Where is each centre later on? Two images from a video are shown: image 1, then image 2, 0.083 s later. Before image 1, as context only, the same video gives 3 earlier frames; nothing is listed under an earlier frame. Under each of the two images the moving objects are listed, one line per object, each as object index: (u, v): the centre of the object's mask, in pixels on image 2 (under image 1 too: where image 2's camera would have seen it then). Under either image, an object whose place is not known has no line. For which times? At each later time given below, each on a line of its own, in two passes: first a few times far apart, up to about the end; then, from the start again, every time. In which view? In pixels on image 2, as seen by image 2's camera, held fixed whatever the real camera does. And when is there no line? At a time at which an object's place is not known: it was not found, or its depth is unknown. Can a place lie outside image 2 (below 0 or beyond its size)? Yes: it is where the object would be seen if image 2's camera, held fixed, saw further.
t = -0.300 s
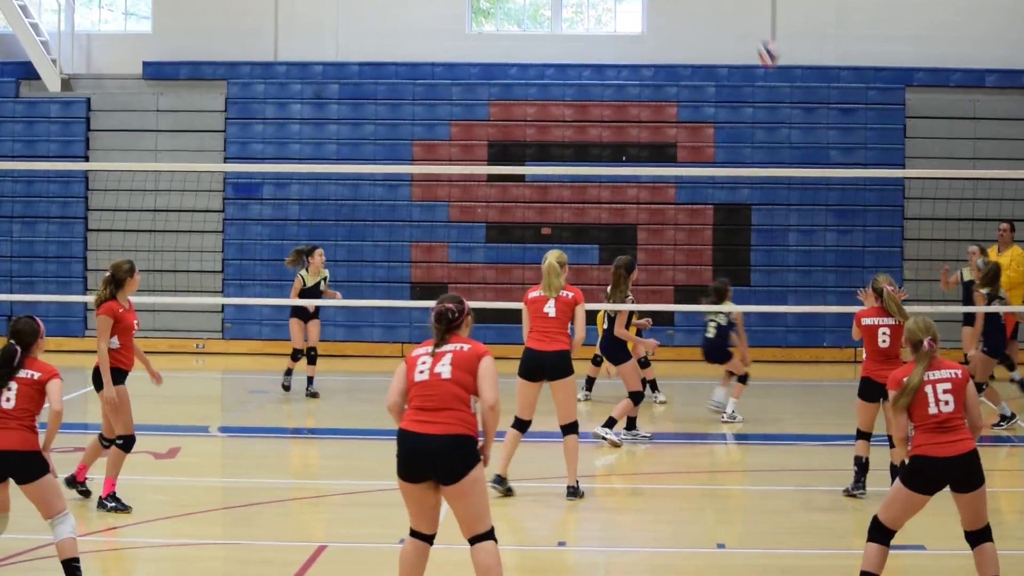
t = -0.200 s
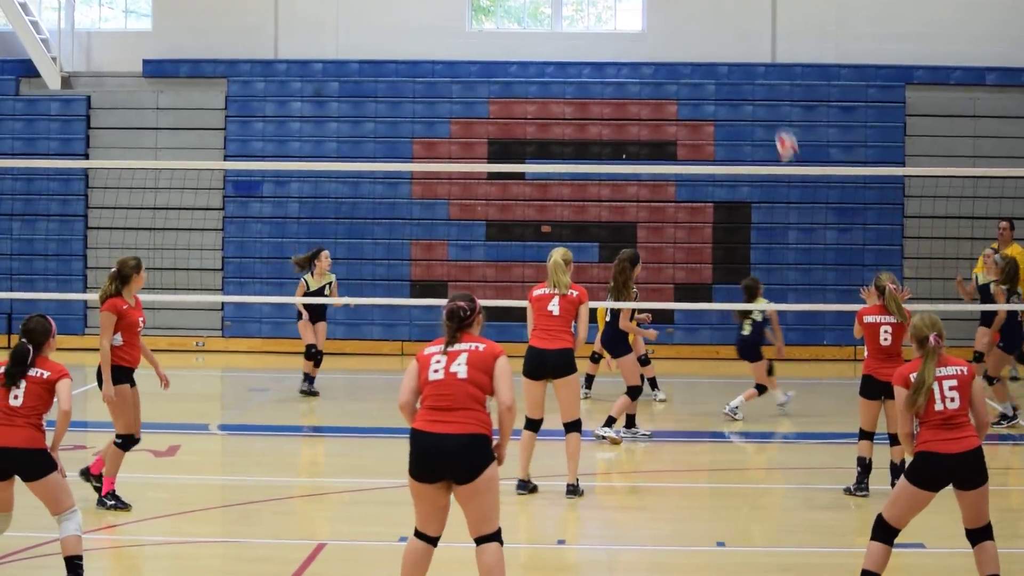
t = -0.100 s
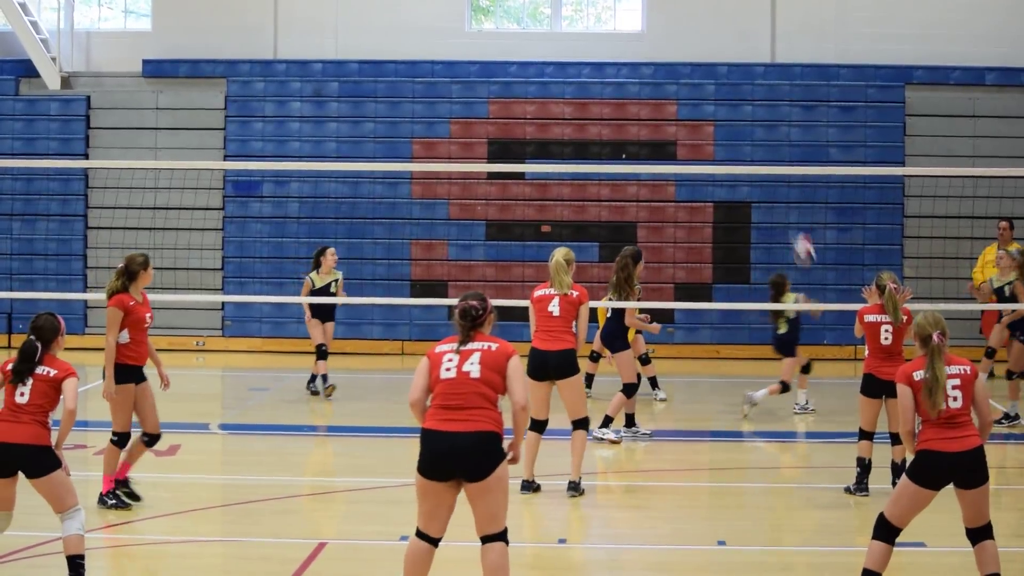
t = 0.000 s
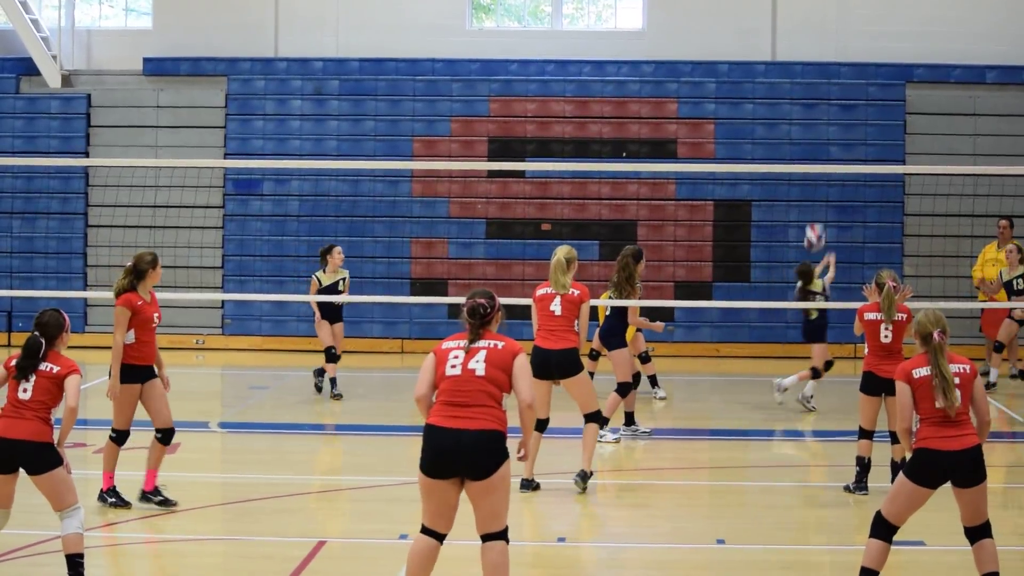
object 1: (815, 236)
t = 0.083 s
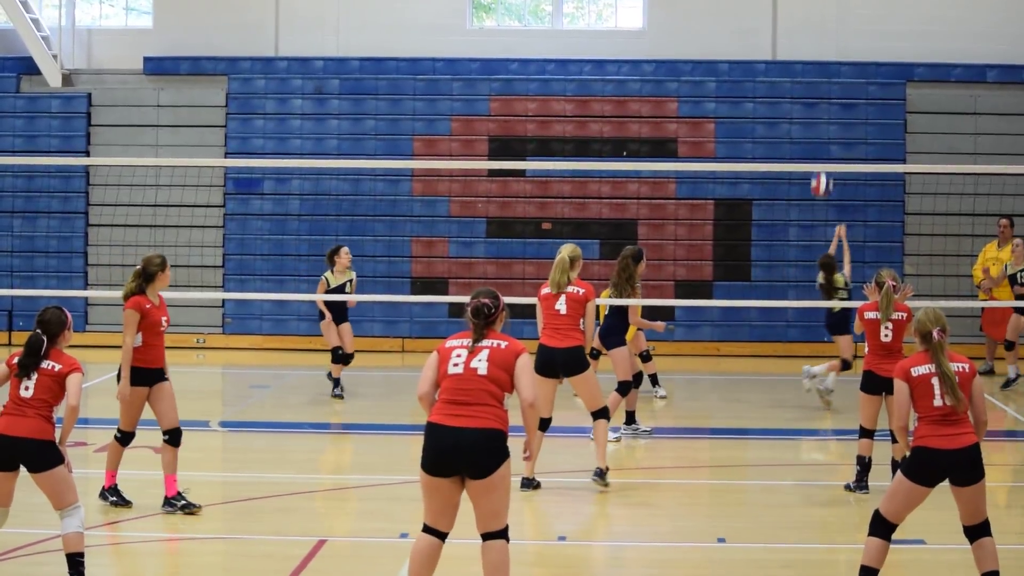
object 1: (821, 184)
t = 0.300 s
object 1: (835, 82)
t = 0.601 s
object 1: (853, 22)
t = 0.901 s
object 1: (871, 52)
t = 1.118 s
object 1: (880, 132)
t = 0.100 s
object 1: (822, 178)
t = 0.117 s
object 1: (823, 163)
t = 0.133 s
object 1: (825, 153)
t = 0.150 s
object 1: (826, 147)
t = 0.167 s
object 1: (827, 138)
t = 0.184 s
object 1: (828, 131)
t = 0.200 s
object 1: (829, 123)
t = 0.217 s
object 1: (830, 115)
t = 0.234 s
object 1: (831, 108)
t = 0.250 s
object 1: (832, 101)
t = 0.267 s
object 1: (833, 94)
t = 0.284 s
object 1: (834, 88)
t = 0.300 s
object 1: (835, 82)
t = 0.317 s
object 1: (837, 76)
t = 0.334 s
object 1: (838, 71)
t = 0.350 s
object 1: (839, 66)
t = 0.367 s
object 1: (840, 62)
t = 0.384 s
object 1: (841, 58)
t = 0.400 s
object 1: (842, 52)
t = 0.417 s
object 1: (843, 48)
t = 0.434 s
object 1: (844, 44)
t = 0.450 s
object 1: (845, 41)
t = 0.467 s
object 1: (846, 37)
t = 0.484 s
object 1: (847, 34)
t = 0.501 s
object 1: (848, 32)
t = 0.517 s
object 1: (849, 29)
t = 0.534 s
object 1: (850, 27)
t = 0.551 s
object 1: (851, 25)
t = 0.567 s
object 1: (851, 24)
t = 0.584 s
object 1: (852, 23)
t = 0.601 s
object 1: (853, 22)
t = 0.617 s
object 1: (854, 21)
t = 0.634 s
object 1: (855, 21)
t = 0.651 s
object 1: (856, 20)
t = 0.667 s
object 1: (857, 22)
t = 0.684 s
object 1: (858, 22)
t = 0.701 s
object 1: (858, 23)
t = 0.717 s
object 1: (859, 23)
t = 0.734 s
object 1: (859, 24)
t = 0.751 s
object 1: (861, 26)
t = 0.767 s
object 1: (862, 29)
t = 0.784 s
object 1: (863, 30)
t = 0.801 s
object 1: (865, 32)
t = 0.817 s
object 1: (865, 35)
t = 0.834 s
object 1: (866, 38)
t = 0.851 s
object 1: (868, 41)
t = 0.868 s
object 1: (869, 44)
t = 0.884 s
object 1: (869, 48)
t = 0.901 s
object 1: (871, 52)
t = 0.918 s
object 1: (871, 58)
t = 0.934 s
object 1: (872, 62)
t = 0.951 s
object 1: (873, 68)
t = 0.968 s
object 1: (873, 73)
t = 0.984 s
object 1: (874, 78)
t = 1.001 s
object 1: (875, 84)
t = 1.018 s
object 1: (876, 89)
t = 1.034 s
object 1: (877, 96)
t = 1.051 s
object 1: (878, 103)
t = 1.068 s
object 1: (879, 111)
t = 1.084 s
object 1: (879, 118)
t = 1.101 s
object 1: (880, 125)
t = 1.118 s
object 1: (880, 132)
